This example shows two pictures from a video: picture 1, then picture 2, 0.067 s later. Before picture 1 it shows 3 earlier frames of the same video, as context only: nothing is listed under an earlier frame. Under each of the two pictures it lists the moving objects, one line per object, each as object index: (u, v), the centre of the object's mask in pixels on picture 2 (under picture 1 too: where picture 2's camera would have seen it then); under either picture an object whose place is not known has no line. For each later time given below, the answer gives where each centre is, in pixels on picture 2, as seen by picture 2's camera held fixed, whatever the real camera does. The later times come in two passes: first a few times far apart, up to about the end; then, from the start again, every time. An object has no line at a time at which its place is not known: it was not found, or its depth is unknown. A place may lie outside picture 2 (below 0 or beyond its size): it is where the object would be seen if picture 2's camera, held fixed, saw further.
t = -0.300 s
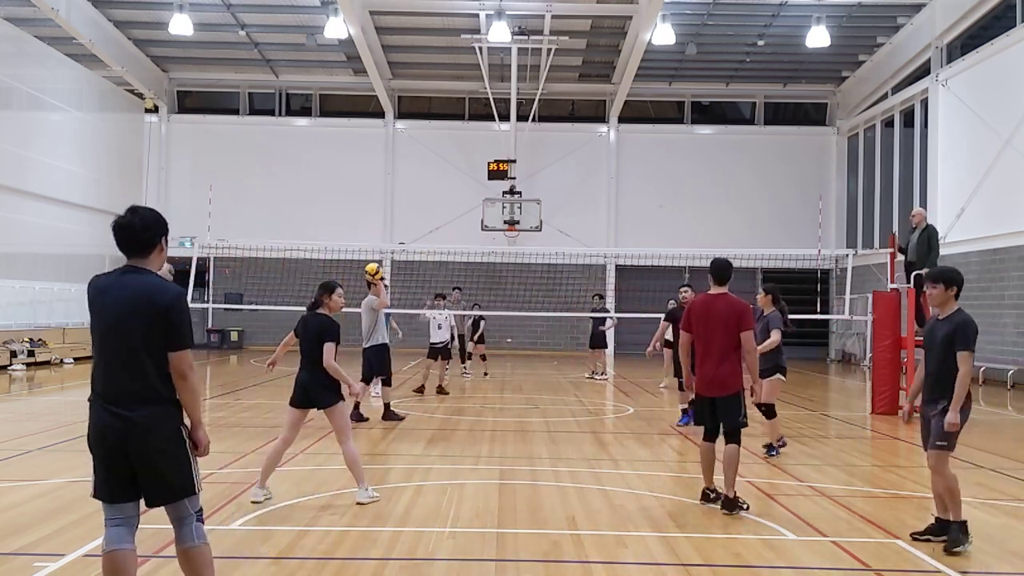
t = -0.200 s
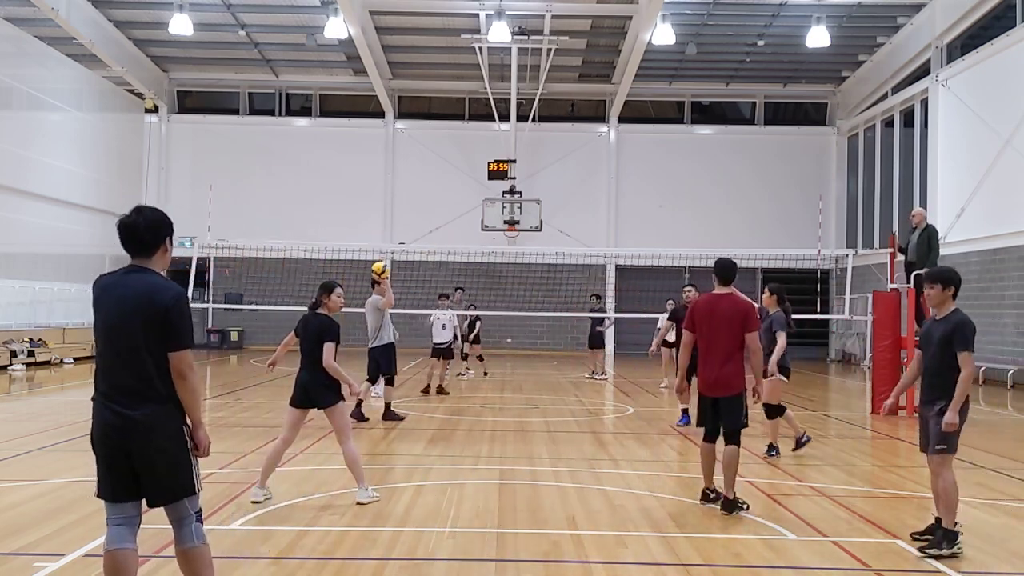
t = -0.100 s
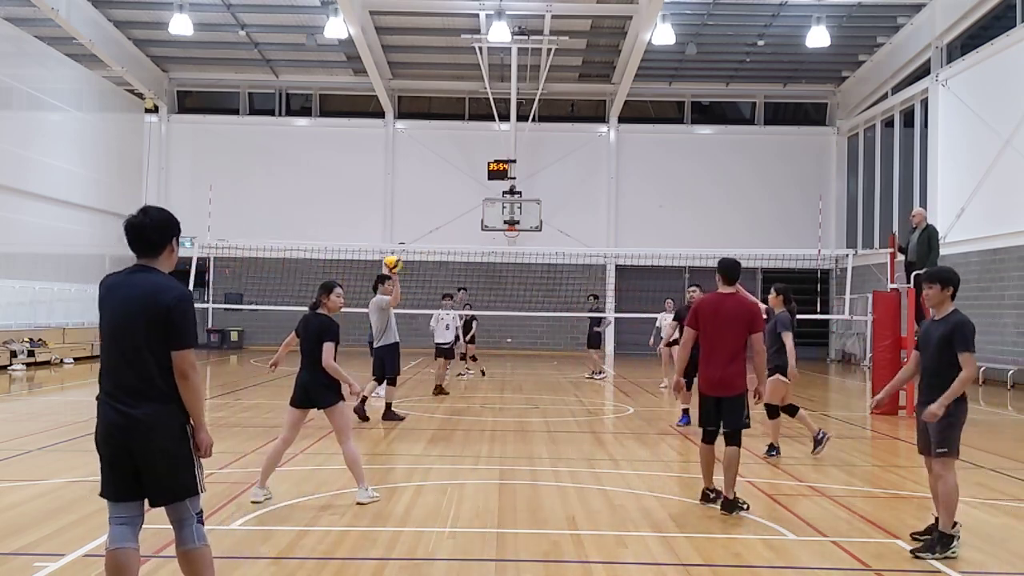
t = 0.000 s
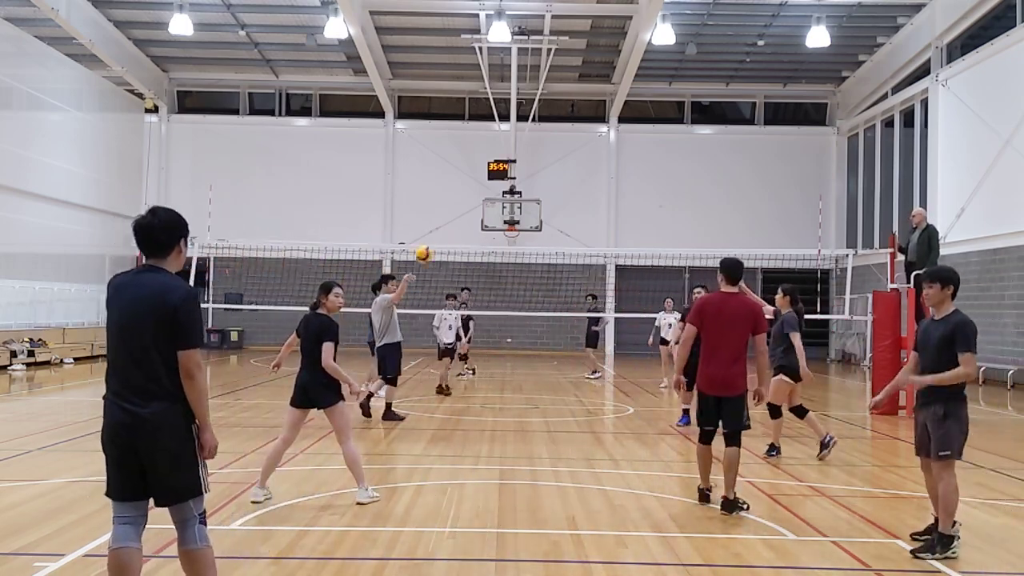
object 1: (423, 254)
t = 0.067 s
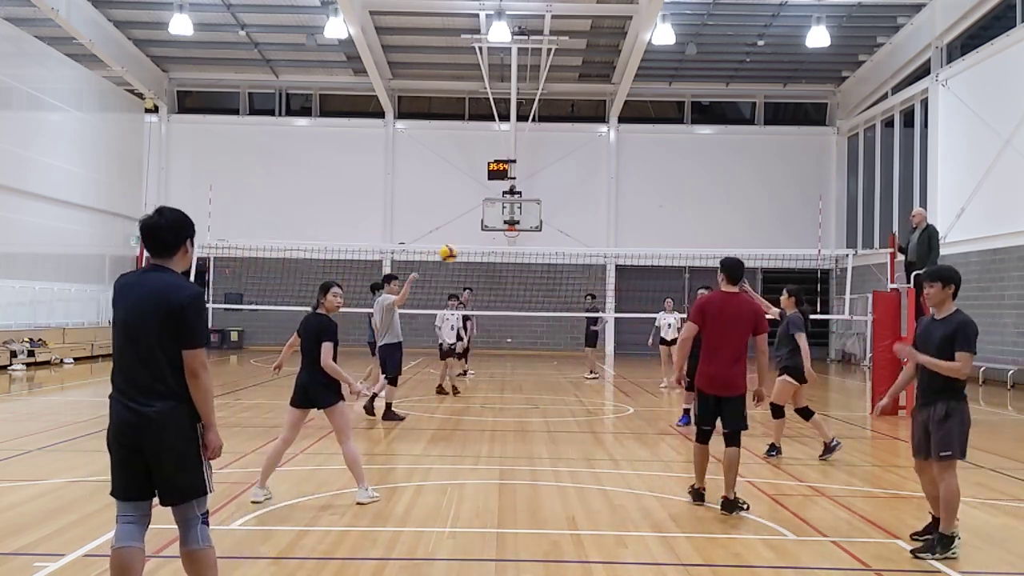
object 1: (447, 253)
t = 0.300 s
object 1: (535, 279)
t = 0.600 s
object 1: (657, 389)
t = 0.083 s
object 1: (454, 254)
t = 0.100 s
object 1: (460, 254)
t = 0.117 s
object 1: (466, 255)
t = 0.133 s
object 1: (471, 256)
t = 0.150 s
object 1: (478, 257)
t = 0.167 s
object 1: (484, 259)
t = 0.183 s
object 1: (491, 260)
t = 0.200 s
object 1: (497, 262)
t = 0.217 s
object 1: (503, 264)
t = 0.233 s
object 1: (509, 267)
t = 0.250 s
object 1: (516, 269)
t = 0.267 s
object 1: (523, 272)
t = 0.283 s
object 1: (529, 275)
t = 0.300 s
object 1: (535, 279)
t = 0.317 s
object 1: (542, 282)
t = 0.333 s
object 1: (548, 286)
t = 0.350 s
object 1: (555, 290)
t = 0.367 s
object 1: (561, 295)
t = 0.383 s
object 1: (568, 299)
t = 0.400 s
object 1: (574, 304)
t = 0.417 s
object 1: (581, 310)
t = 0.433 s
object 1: (588, 316)
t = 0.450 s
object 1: (594, 322)
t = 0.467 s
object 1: (600, 327)
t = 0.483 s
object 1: (609, 336)
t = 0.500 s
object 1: (615, 342)
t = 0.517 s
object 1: (623, 349)
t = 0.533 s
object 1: (628, 355)
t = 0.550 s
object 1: (636, 363)
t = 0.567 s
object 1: (643, 371)
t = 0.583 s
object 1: (650, 380)
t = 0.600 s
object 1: (657, 389)
